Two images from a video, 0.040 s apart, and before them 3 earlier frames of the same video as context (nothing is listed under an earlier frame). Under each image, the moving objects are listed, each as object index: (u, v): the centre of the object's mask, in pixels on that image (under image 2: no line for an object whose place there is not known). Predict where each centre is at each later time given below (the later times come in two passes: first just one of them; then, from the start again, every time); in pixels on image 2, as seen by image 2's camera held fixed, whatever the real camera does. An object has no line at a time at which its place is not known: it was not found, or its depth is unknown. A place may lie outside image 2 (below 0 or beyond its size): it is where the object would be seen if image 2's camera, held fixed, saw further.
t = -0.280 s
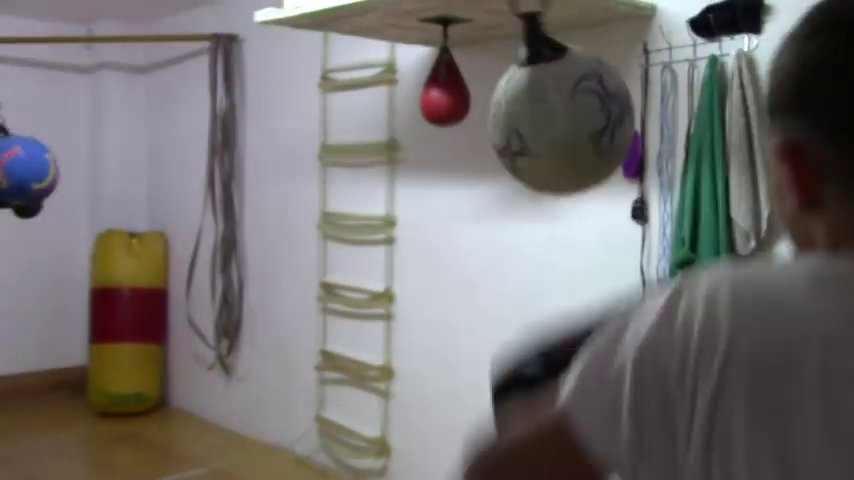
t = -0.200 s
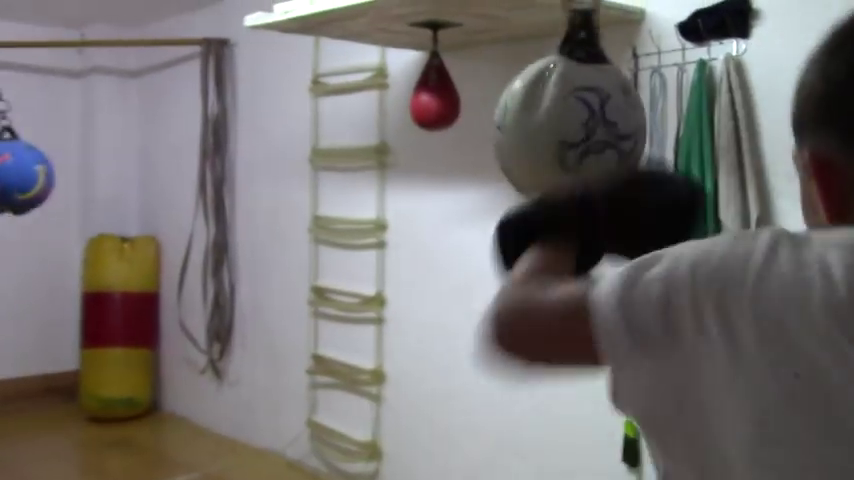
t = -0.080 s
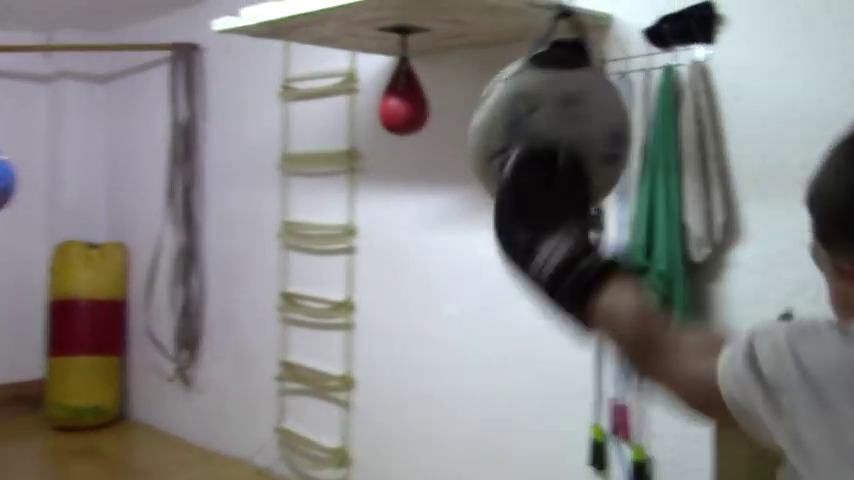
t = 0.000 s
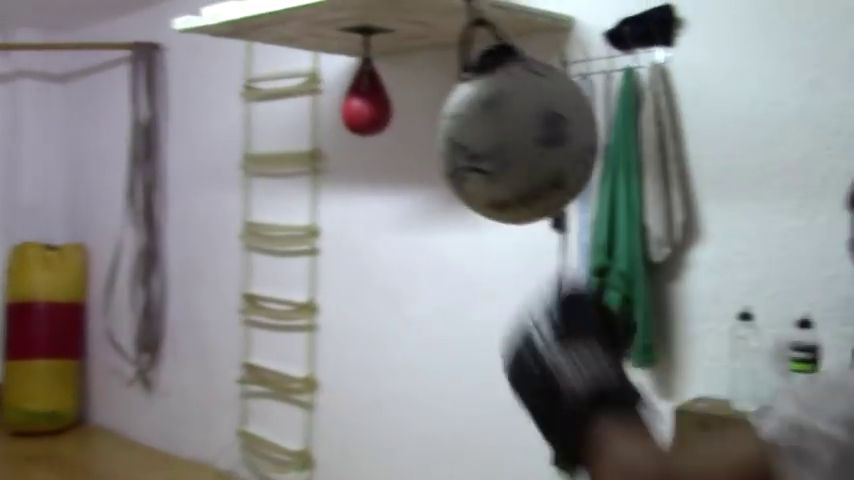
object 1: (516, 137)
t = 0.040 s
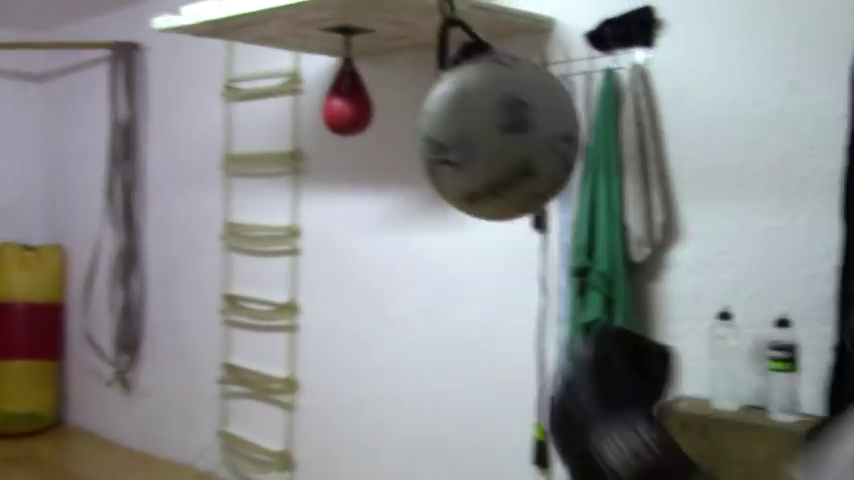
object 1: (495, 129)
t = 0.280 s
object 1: (475, 136)
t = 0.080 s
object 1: (496, 129)
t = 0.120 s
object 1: (497, 133)
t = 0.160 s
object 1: (496, 137)
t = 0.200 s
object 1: (491, 136)
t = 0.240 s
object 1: (484, 135)
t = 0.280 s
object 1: (475, 136)
